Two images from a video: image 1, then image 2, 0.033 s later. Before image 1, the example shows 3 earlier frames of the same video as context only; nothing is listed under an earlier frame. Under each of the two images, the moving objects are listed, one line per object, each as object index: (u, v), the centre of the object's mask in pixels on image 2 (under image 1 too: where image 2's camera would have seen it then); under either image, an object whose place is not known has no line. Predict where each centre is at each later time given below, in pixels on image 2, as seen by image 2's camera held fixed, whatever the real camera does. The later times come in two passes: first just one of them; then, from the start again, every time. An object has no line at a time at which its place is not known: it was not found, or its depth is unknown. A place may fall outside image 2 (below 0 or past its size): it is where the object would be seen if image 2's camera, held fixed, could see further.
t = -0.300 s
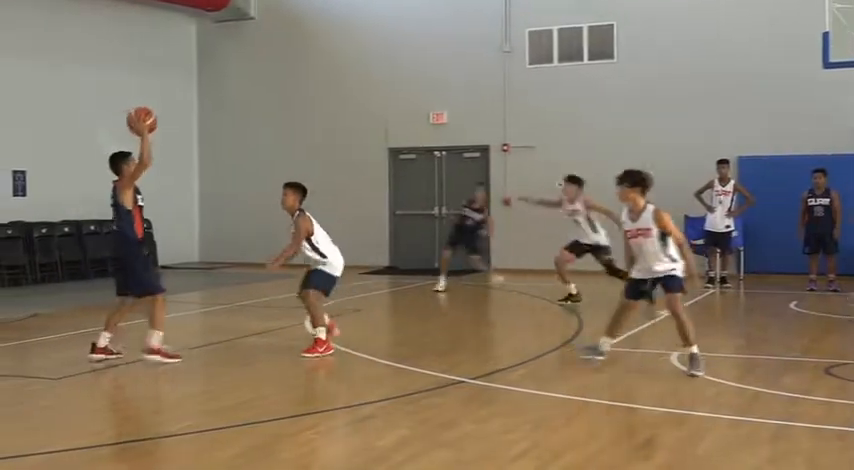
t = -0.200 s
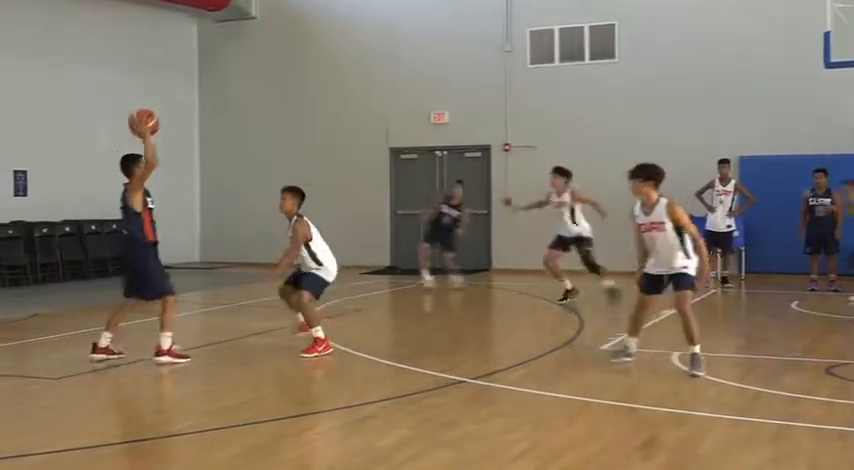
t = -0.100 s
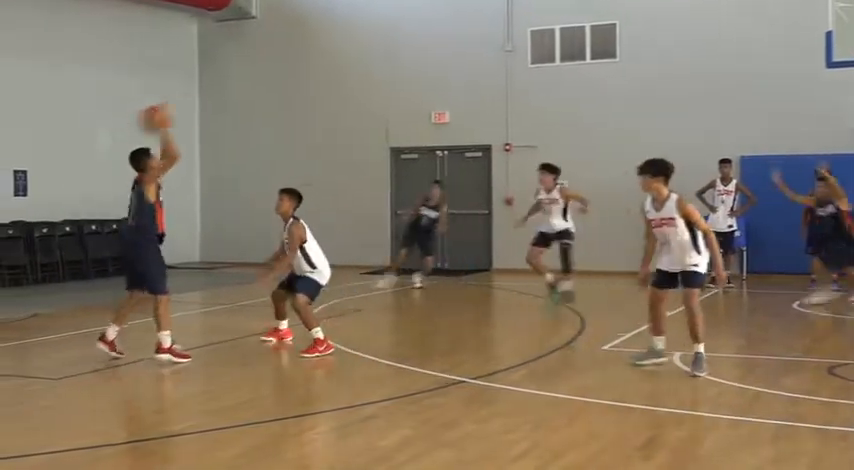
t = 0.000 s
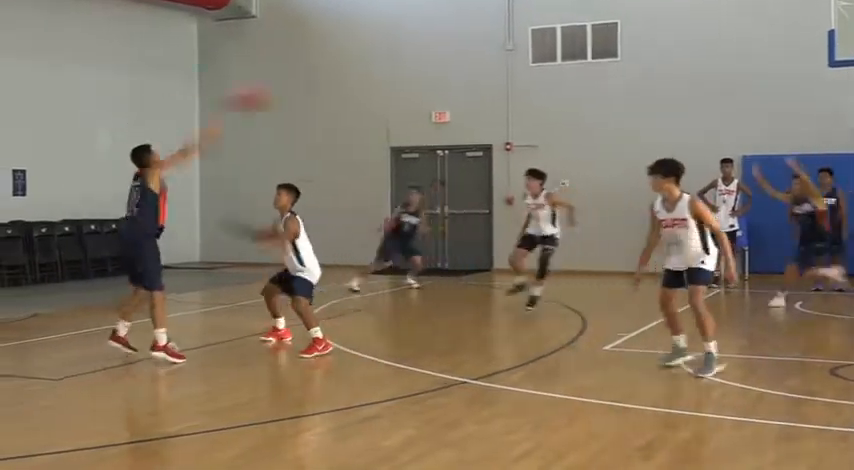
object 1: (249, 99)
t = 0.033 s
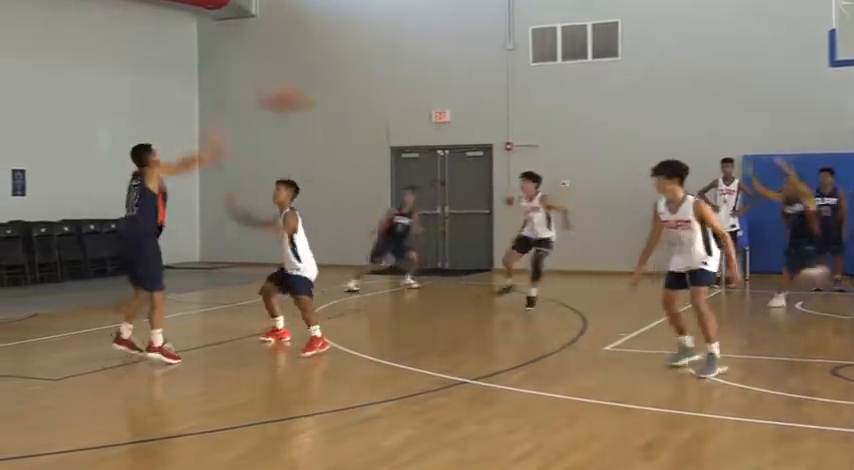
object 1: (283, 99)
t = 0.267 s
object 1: (497, 122)
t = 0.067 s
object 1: (315, 99)
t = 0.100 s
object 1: (349, 101)
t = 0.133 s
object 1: (381, 104)
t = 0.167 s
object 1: (411, 106)
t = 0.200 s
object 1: (441, 110)
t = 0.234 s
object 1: (470, 114)
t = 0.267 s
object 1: (497, 122)
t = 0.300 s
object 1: (522, 129)
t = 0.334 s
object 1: (549, 140)
